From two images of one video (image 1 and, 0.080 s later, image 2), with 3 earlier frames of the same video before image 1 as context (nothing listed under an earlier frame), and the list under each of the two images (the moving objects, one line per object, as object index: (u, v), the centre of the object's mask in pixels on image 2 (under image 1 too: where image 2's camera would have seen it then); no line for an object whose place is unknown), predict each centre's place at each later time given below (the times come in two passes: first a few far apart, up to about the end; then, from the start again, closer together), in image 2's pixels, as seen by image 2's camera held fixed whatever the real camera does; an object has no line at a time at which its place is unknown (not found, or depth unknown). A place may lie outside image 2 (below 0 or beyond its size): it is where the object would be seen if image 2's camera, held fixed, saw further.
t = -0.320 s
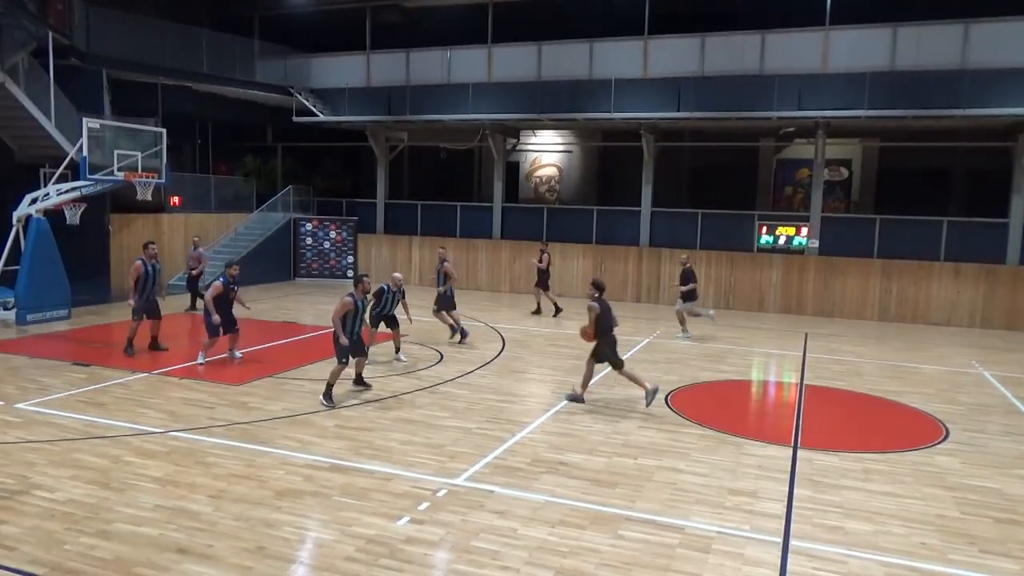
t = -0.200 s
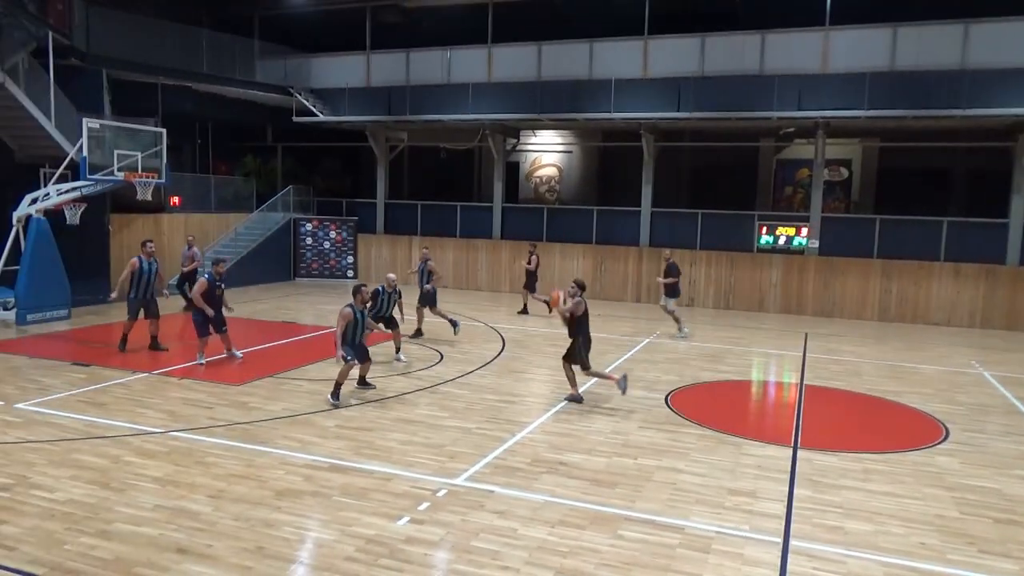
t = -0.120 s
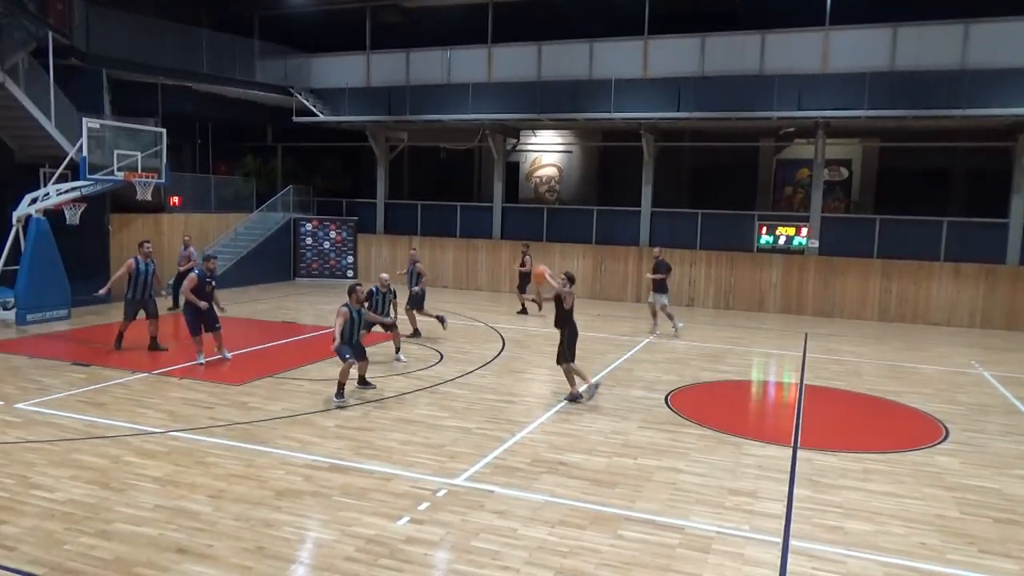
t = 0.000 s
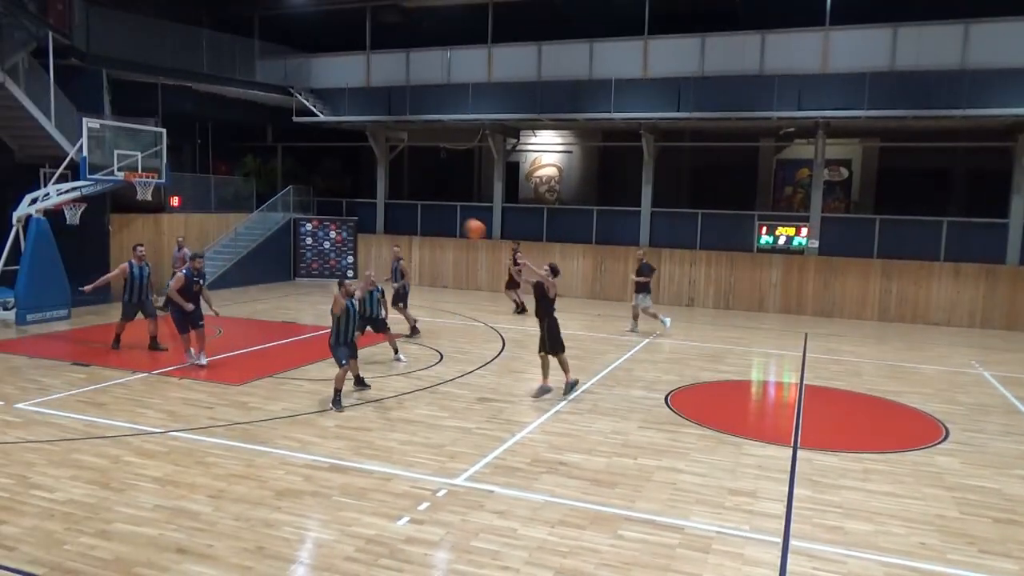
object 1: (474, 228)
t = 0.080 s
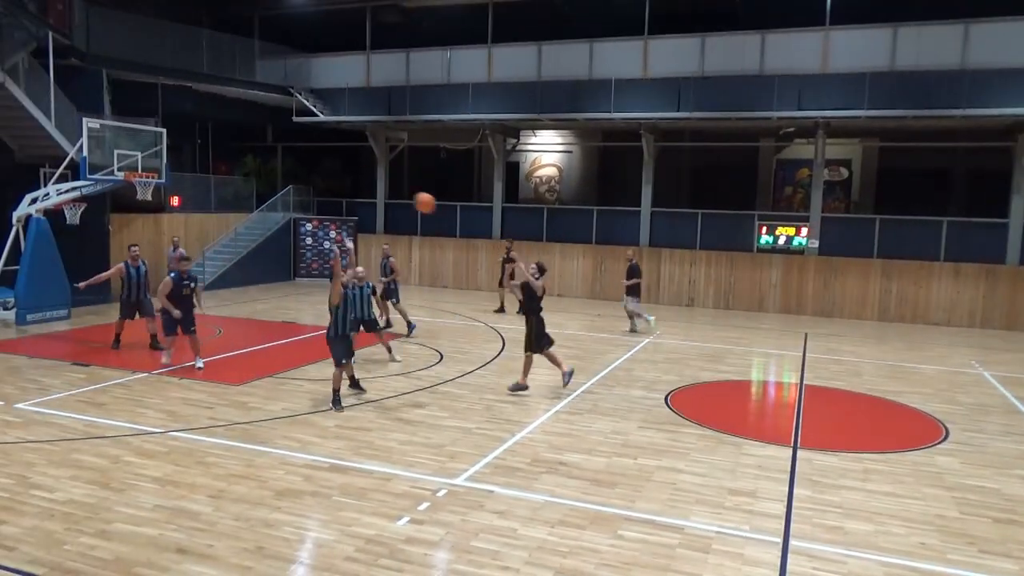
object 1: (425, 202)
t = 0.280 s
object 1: (285, 151)
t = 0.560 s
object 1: (53, 128)
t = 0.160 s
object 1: (370, 179)
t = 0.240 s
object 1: (314, 160)
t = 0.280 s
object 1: (285, 151)
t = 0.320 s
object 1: (255, 144)
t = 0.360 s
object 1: (224, 138)
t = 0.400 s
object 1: (191, 133)
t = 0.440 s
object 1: (159, 129)
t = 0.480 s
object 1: (125, 127)
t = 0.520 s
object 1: (89, 126)
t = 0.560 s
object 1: (53, 128)
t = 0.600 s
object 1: (17, 131)
